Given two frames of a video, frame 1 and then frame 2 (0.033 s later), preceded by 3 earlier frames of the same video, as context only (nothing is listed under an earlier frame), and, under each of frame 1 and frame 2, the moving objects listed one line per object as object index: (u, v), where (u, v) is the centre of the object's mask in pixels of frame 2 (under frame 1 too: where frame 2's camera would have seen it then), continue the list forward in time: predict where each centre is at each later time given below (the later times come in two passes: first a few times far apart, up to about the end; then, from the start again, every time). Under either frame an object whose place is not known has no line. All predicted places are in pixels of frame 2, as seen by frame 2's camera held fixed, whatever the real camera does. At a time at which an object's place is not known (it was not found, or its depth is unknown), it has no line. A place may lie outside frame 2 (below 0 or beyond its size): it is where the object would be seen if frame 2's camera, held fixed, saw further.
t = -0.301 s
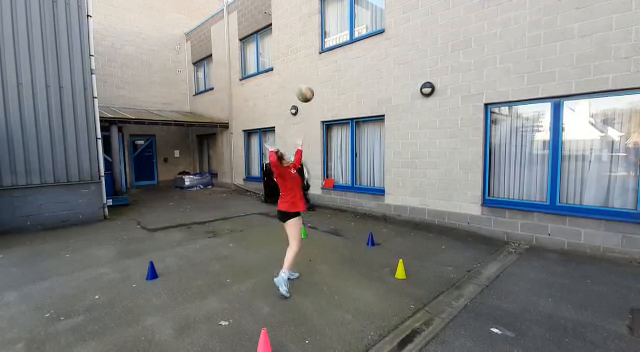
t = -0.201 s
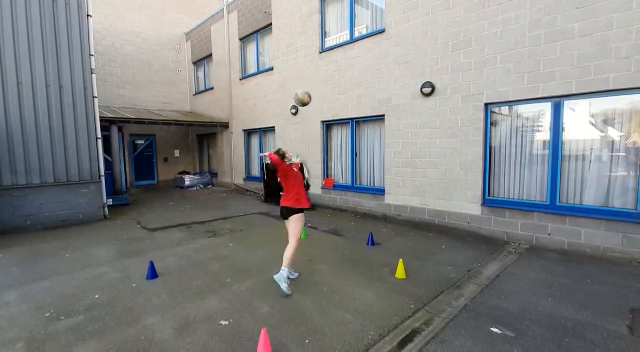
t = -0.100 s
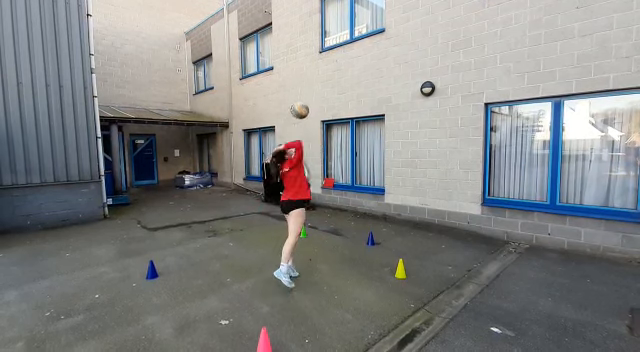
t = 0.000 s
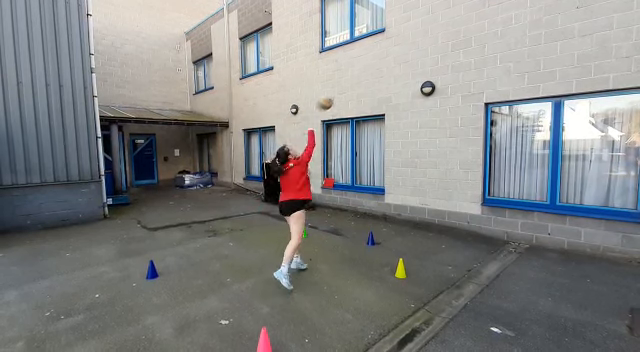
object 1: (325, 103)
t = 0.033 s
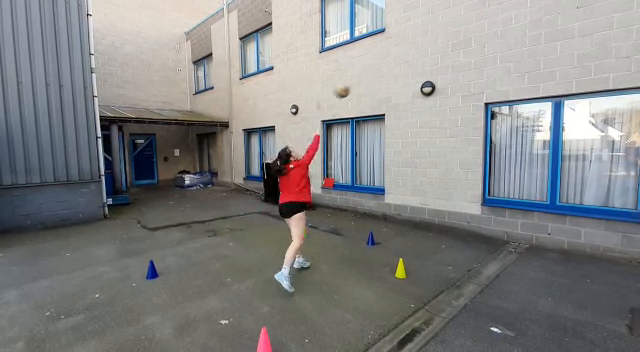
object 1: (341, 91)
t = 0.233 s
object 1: (423, 46)
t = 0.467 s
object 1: (463, 27)
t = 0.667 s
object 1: (441, 17)
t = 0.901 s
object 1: (406, 46)
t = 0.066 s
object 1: (358, 81)
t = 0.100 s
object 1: (373, 71)
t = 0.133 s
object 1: (387, 64)
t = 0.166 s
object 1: (400, 57)
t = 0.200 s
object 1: (412, 51)
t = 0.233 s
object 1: (423, 46)
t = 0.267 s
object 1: (434, 42)
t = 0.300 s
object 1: (444, 39)
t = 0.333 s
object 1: (454, 37)
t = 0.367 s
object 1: (463, 36)
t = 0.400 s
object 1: (468, 35)
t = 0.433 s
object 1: (465, 30)
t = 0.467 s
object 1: (463, 27)
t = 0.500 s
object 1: (460, 24)
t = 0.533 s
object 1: (456, 21)
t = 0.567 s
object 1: (453, 19)
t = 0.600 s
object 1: (449, 18)
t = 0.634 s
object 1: (445, 17)
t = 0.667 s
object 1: (441, 17)
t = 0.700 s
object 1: (437, 18)
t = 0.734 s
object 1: (433, 20)
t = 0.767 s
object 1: (428, 24)
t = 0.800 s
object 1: (423, 27)
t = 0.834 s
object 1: (417, 32)
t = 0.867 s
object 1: (412, 39)
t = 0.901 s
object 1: (406, 46)
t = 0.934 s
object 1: (399, 56)
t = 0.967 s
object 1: (393, 67)
